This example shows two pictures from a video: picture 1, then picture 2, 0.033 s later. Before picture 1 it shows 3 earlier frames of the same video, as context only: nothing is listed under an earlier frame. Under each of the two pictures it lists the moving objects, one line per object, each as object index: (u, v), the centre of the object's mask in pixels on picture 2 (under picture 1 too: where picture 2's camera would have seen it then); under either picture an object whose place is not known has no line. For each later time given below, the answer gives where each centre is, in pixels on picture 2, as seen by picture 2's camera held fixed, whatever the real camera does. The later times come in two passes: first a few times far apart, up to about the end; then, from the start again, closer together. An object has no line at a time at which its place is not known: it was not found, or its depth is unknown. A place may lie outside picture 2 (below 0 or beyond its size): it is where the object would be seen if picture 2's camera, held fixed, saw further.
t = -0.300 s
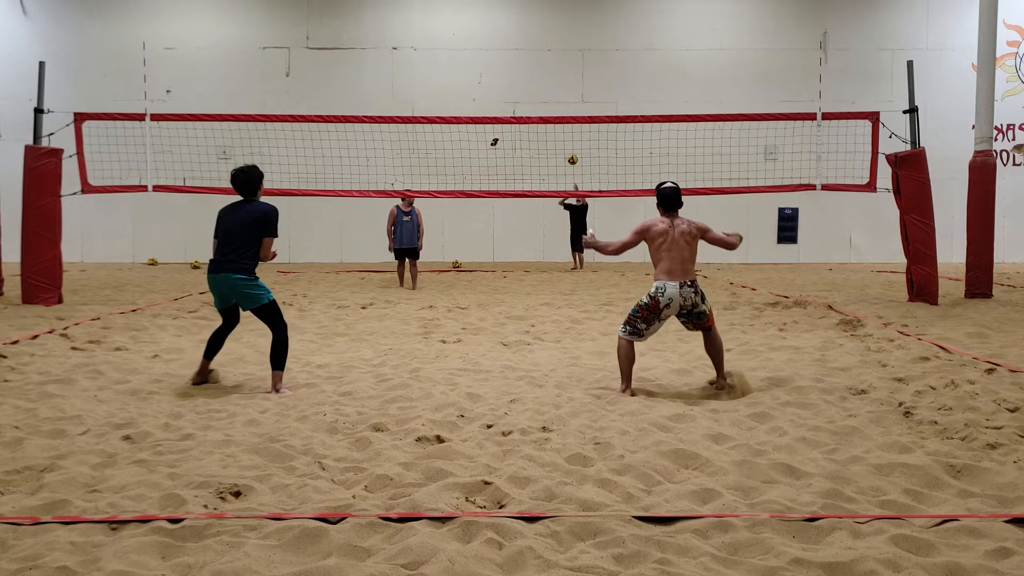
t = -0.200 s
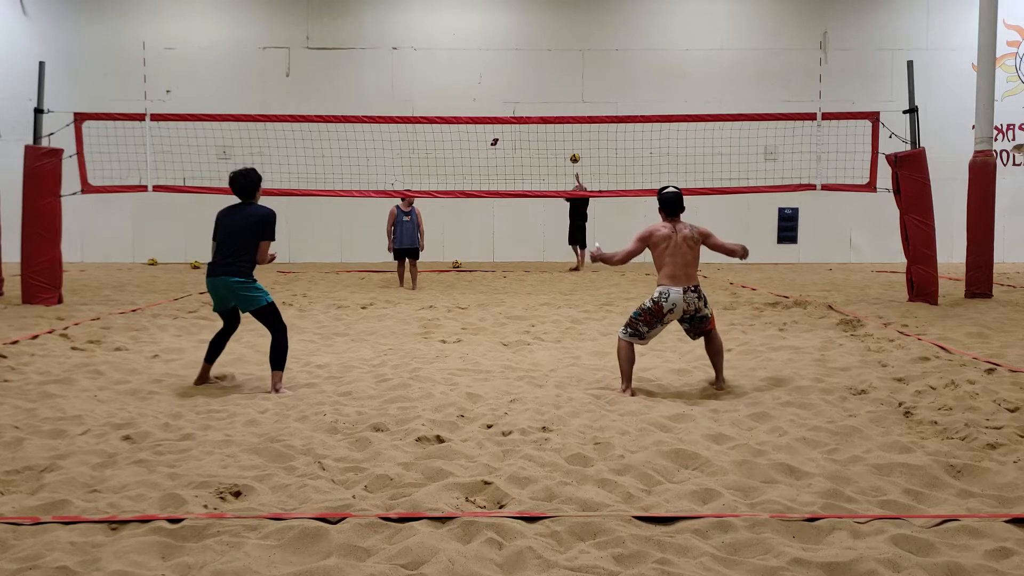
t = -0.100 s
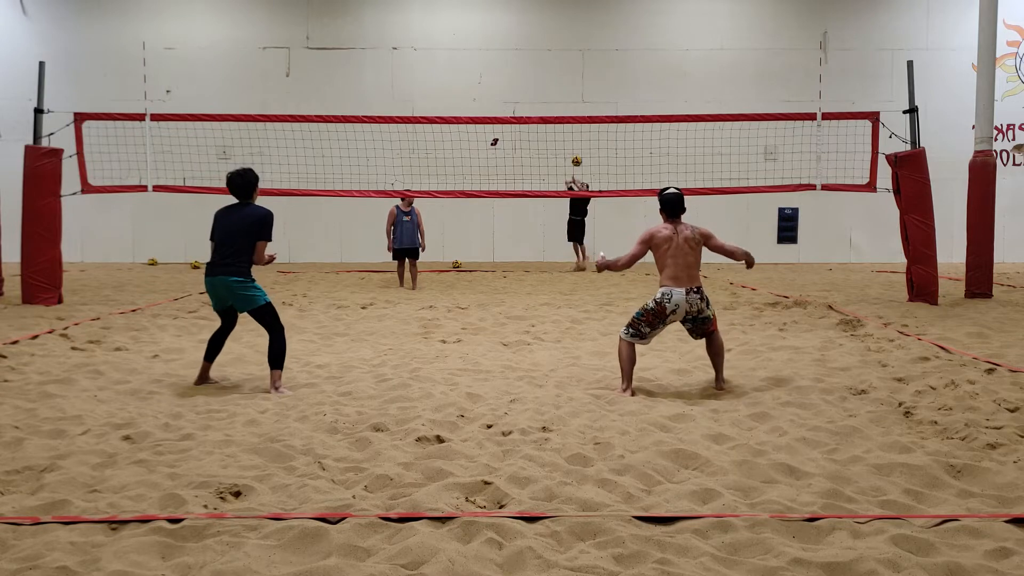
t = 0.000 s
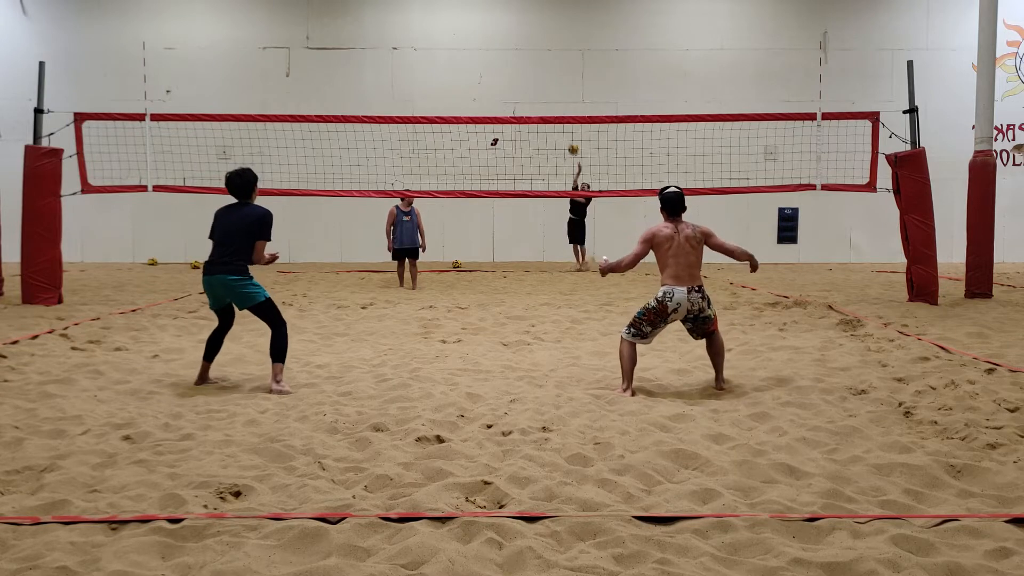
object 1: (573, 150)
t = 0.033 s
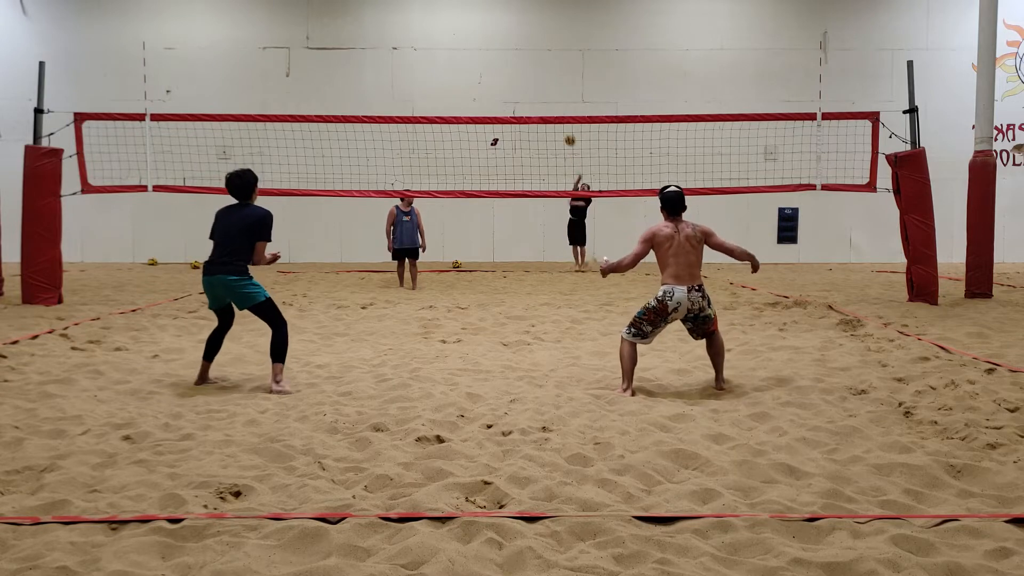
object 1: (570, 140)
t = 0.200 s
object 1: (552, 94)
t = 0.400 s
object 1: (520, 50)
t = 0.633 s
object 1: (468, 24)
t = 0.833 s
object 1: (409, 26)
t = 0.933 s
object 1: (371, 42)
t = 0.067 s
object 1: (567, 130)
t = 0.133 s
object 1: (559, 111)
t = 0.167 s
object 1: (556, 103)
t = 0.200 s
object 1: (552, 94)
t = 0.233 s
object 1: (547, 86)
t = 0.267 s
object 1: (542, 78)
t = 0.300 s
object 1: (537, 70)
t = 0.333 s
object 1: (532, 63)
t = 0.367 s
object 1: (526, 57)
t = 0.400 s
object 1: (520, 50)
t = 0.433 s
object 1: (513, 45)
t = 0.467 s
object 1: (506, 40)
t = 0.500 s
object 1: (499, 36)
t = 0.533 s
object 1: (492, 32)
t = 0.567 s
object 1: (484, 29)
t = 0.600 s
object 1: (476, 26)
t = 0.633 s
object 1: (468, 24)
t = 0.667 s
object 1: (460, 23)
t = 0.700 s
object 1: (450, 22)
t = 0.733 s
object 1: (441, 21)
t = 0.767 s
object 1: (431, 21)
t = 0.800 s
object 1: (420, 24)
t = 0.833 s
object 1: (409, 26)
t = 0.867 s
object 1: (397, 31)
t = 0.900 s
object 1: (385, 36)
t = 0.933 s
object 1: (371, 42)
